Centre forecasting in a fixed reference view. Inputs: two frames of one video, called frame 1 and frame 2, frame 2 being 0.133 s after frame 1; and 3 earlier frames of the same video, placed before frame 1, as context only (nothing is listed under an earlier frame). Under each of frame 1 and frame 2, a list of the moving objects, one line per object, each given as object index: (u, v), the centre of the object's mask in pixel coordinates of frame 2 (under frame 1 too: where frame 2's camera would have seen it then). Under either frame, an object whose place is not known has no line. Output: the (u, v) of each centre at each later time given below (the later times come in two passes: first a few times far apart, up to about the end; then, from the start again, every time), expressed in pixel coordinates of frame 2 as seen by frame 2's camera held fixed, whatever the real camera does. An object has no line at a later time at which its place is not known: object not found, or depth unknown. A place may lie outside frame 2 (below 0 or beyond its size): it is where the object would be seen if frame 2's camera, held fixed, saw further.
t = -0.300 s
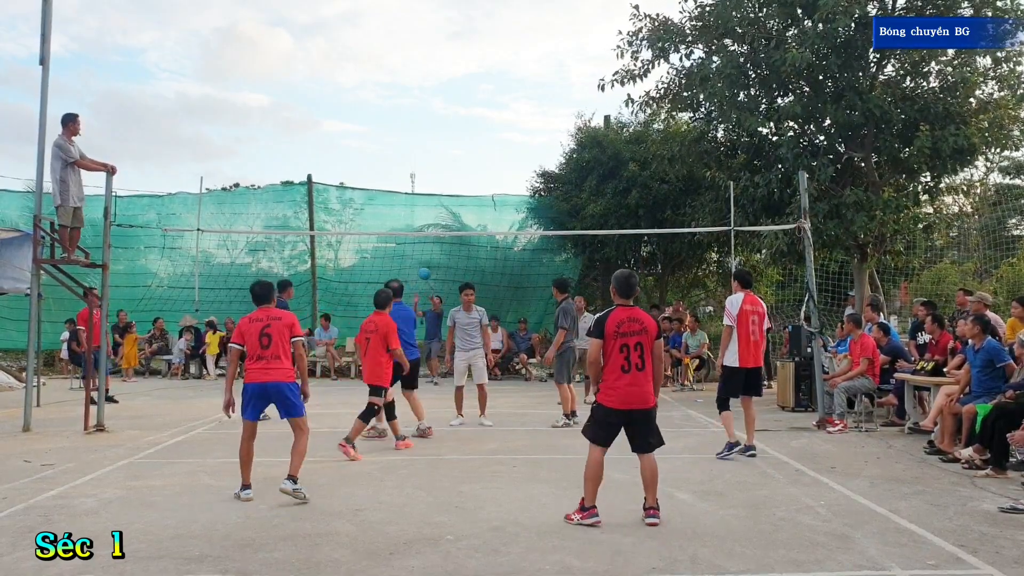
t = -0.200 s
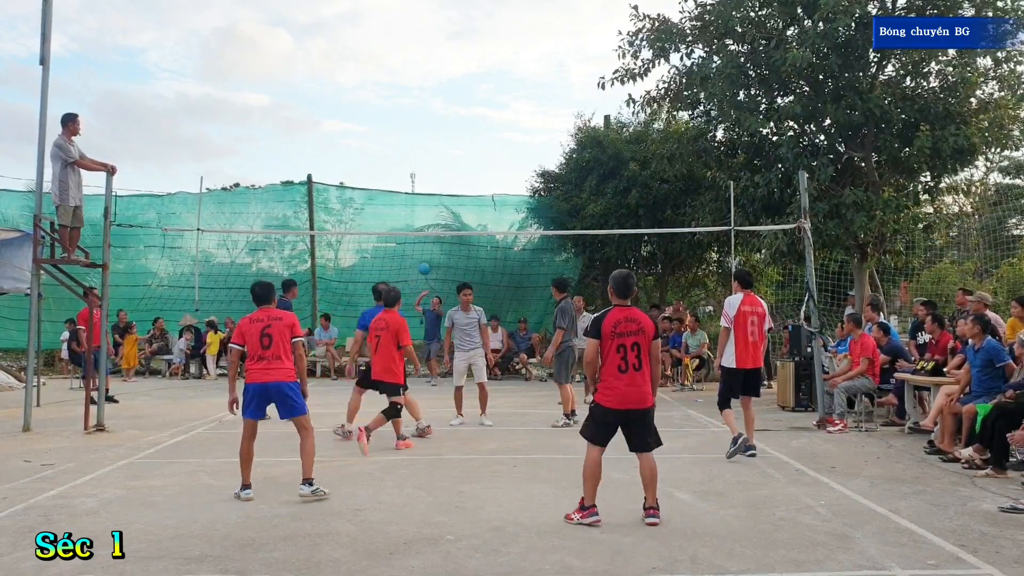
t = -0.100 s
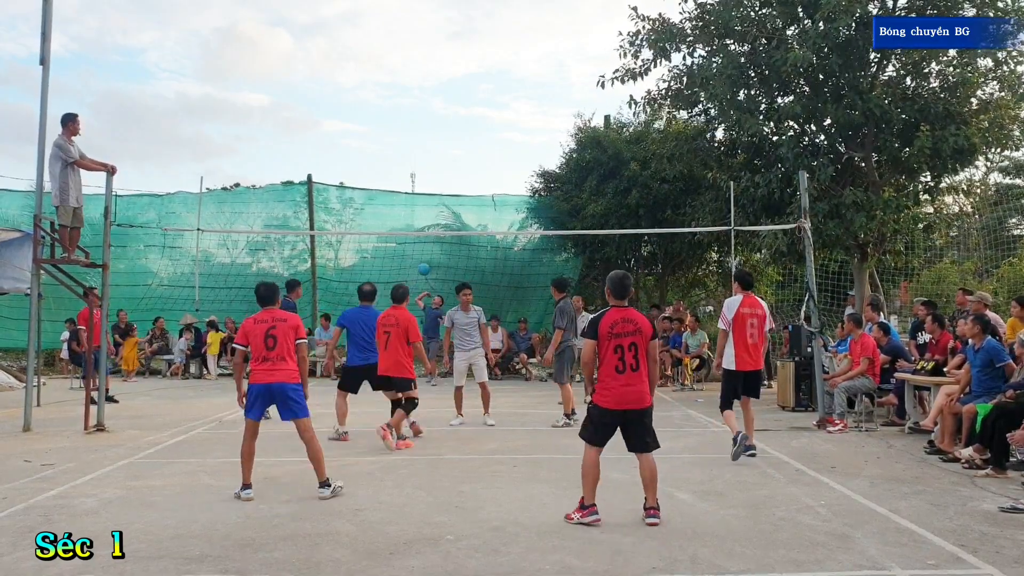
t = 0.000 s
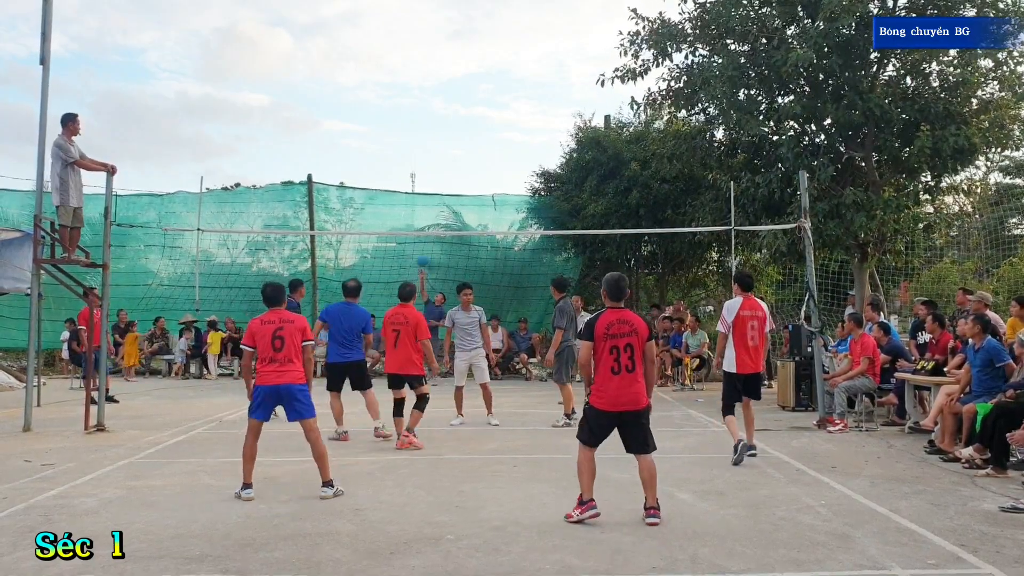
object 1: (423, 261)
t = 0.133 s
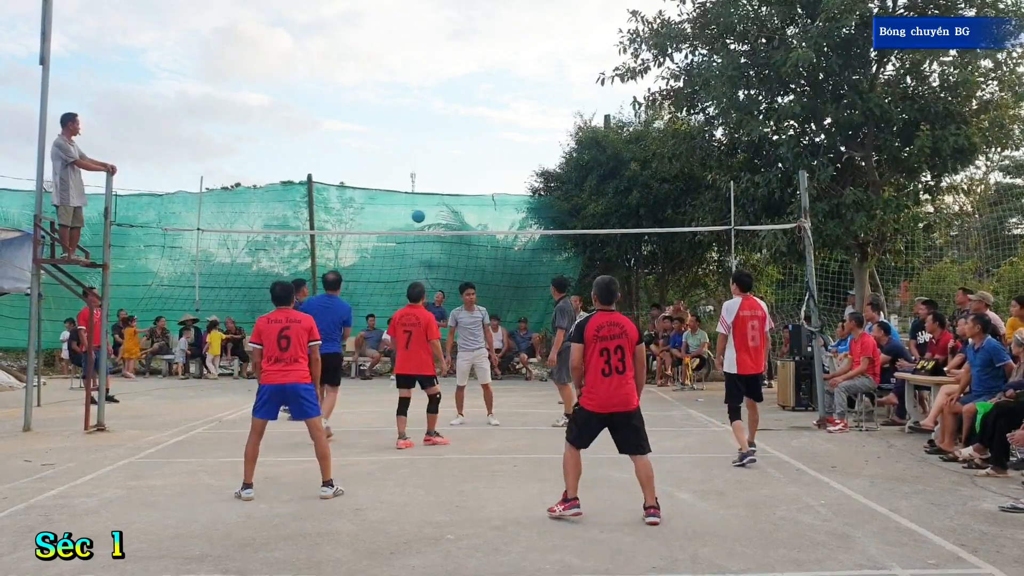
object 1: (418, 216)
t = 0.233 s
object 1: (415, 188)
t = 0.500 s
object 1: (407, 135)
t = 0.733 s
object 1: (398, 125)
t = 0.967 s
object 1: (386, 164)
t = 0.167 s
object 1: (417, 207)
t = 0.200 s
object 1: (416, 197)
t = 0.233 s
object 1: (415, 188)
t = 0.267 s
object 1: (414, 179)
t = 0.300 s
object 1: (414, 172)
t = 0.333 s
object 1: (413, 164)
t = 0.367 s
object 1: (411, 157)
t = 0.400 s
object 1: (410, 151)
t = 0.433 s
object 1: (409, 145)
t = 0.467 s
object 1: (408, 140)
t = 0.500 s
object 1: (407, 135)
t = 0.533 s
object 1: (406, 132)
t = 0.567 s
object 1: (405, 129)
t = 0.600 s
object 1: (404, 126)
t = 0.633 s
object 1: (403, 125)
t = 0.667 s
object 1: (401, 124)
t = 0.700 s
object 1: (400, 124)
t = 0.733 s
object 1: (398, 125)
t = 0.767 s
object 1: (397, 127)
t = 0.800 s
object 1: (395, 130)
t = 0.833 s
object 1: (394, 135)
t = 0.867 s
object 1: (392, 140)
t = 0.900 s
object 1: (390, 147)
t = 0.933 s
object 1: (388, 155)
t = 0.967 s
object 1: (386, 164)
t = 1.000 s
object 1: (384, 175)
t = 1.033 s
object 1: (382, 187)
